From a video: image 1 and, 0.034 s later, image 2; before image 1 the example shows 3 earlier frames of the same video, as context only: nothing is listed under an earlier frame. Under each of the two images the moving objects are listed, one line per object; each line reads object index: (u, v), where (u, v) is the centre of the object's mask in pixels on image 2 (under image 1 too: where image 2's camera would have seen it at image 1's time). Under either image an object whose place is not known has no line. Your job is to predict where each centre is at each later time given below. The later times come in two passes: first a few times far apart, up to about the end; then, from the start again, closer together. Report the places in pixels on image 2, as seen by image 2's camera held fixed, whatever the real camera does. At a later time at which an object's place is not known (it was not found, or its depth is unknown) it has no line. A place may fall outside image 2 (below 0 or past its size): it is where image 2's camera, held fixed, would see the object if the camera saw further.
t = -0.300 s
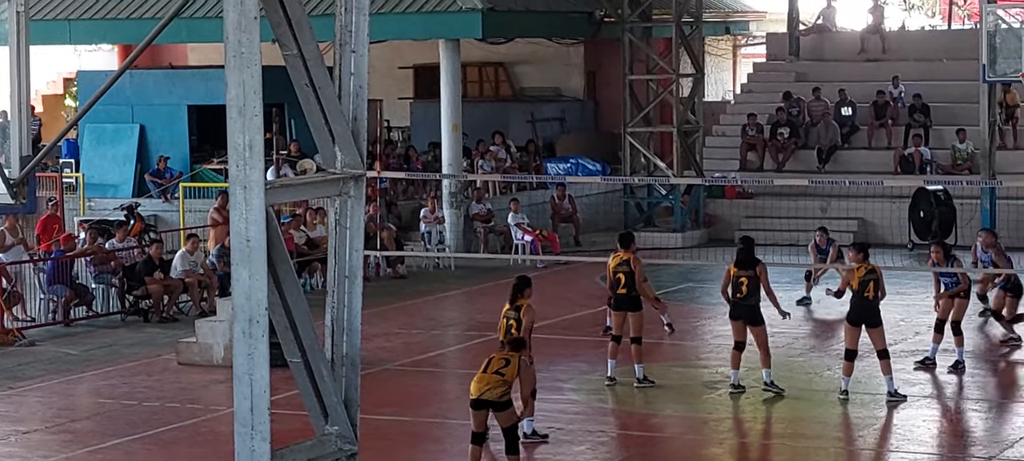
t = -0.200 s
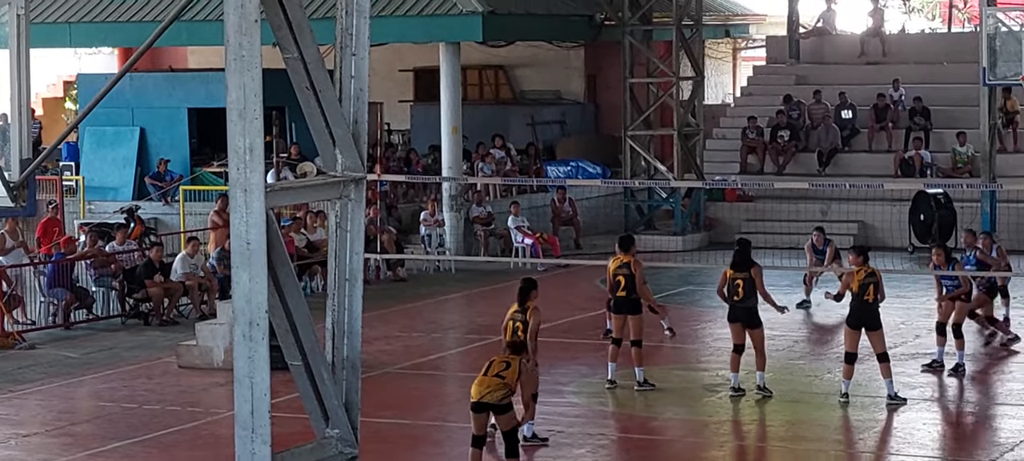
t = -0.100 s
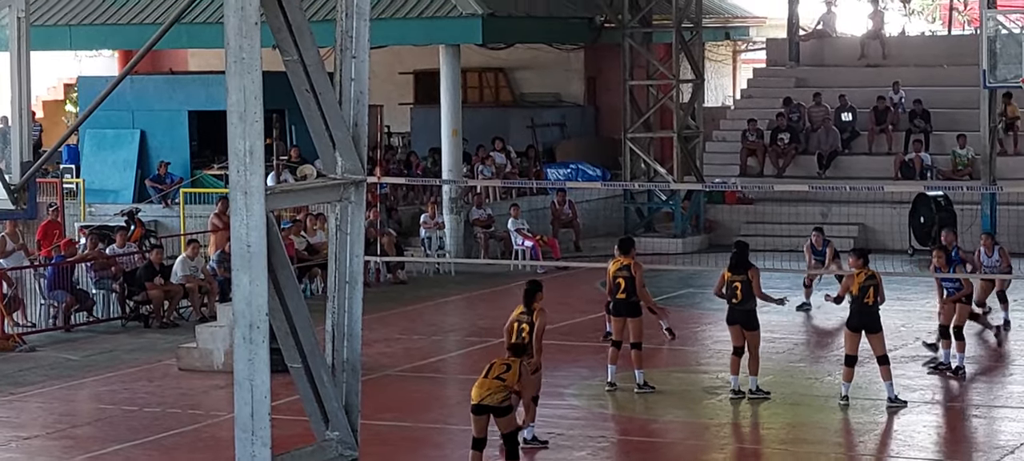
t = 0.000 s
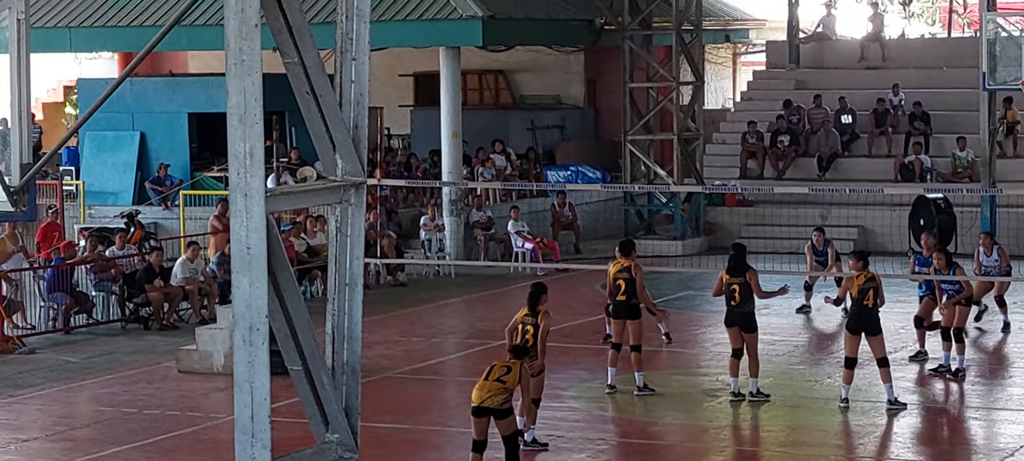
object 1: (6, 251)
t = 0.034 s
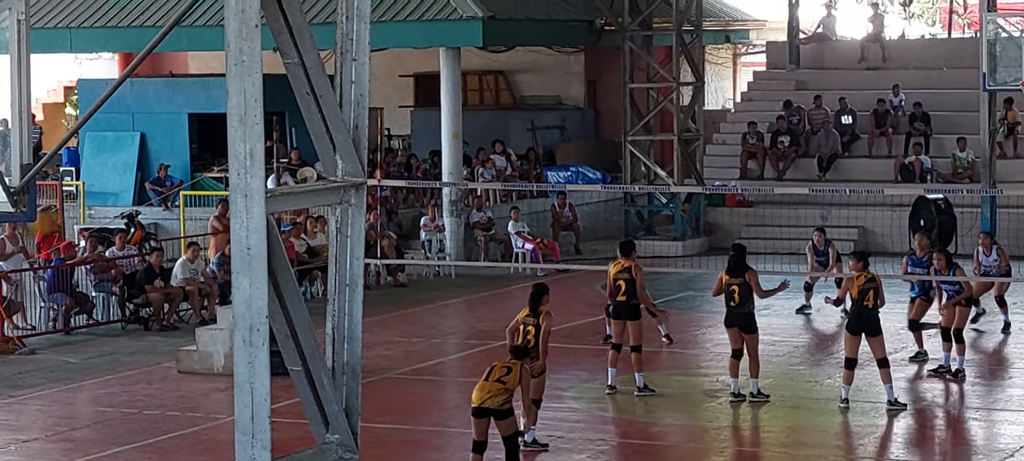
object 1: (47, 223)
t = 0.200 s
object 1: (273, 112)
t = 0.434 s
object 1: (478, 47)
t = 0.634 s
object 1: (606, 46)
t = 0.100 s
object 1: (141, 168)
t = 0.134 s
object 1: (187, 148)
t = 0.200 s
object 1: (273, 112)
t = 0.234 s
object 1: (293, 102)
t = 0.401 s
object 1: (453, 52)
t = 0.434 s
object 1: (478, 47)
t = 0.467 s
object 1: (501, 45)
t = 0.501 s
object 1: (523, 43)
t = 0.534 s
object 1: (544, 42)
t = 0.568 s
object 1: (565, 42)
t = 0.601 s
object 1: (586, 43)
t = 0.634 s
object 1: (606, 46)
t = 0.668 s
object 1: (624, 49)
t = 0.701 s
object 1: (641, 53)
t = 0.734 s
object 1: (658, 59)
